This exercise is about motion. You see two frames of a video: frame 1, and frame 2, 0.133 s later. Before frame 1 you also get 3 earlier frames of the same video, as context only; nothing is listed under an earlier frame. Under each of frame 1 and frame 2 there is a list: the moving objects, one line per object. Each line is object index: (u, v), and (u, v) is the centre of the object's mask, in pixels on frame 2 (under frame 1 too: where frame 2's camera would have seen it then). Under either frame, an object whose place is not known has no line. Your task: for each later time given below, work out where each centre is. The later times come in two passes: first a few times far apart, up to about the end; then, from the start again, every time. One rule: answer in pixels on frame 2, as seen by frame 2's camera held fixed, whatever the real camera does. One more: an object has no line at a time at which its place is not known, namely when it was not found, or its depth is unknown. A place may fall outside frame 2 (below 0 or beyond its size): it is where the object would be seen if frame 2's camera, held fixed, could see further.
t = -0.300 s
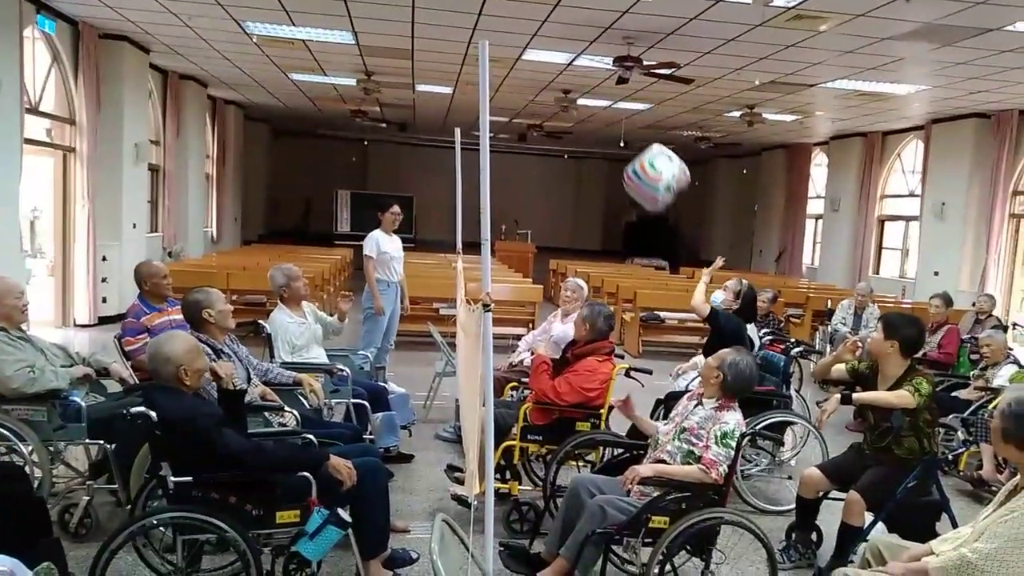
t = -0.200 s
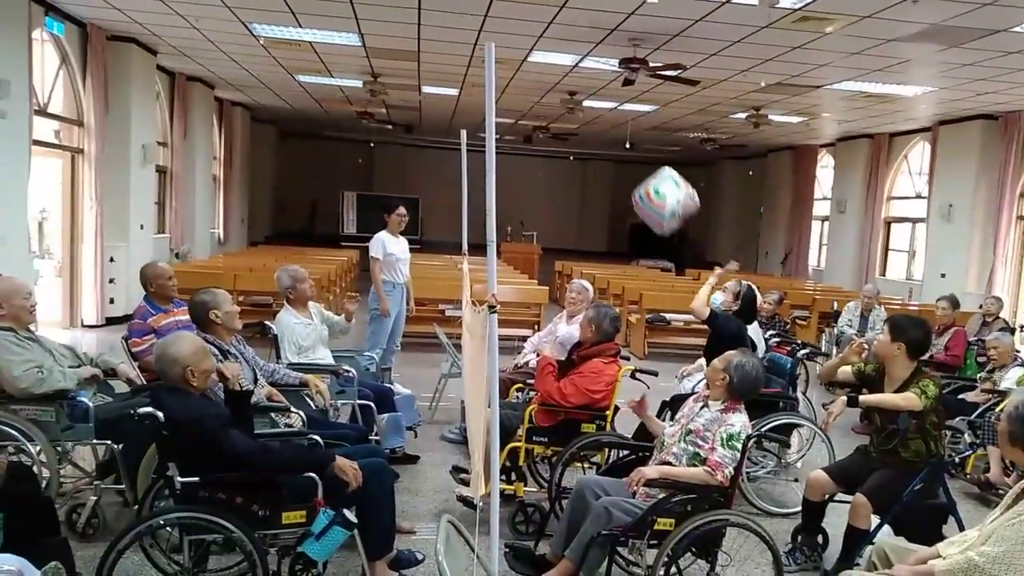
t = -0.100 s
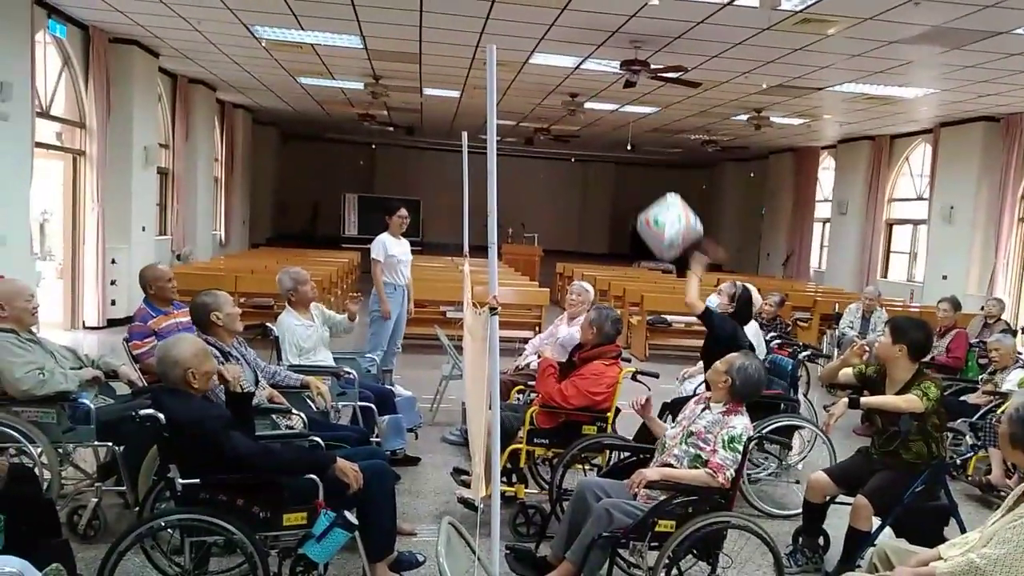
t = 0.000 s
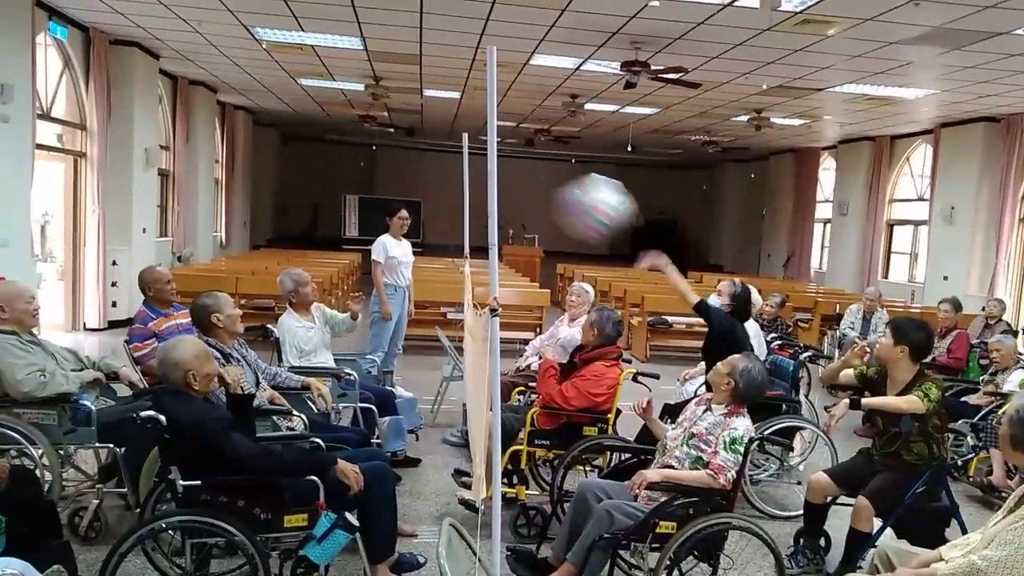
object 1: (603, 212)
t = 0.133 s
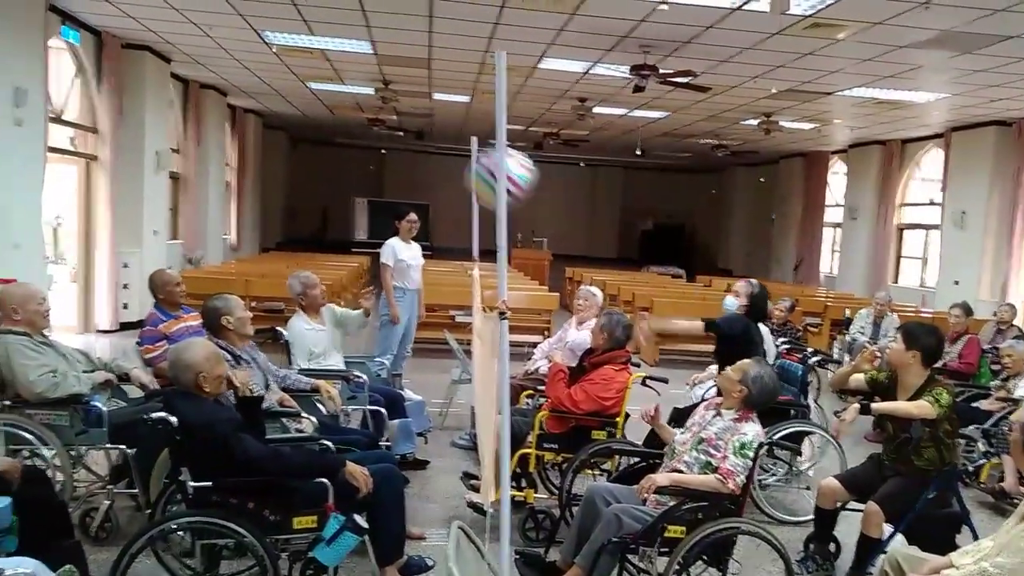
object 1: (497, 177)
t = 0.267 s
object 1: (431, 153)
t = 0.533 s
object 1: (336, 123)
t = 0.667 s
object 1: (299, 121)
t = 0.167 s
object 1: (474, 170)
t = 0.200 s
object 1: (462, 164)
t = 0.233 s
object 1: (446, 158)
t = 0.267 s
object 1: (431, 153)
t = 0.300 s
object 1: (416, 148)
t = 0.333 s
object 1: (402, 143)
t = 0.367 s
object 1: (389, 138)
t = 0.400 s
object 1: (377, 134)
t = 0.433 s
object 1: (366, 130)
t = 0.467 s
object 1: (356, 127)
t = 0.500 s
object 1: (345, 124)
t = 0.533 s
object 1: (336, 123)
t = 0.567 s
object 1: (326, 121)
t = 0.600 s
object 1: (317, 120)
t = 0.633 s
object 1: (308, 120)
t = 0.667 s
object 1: (299, 121)
